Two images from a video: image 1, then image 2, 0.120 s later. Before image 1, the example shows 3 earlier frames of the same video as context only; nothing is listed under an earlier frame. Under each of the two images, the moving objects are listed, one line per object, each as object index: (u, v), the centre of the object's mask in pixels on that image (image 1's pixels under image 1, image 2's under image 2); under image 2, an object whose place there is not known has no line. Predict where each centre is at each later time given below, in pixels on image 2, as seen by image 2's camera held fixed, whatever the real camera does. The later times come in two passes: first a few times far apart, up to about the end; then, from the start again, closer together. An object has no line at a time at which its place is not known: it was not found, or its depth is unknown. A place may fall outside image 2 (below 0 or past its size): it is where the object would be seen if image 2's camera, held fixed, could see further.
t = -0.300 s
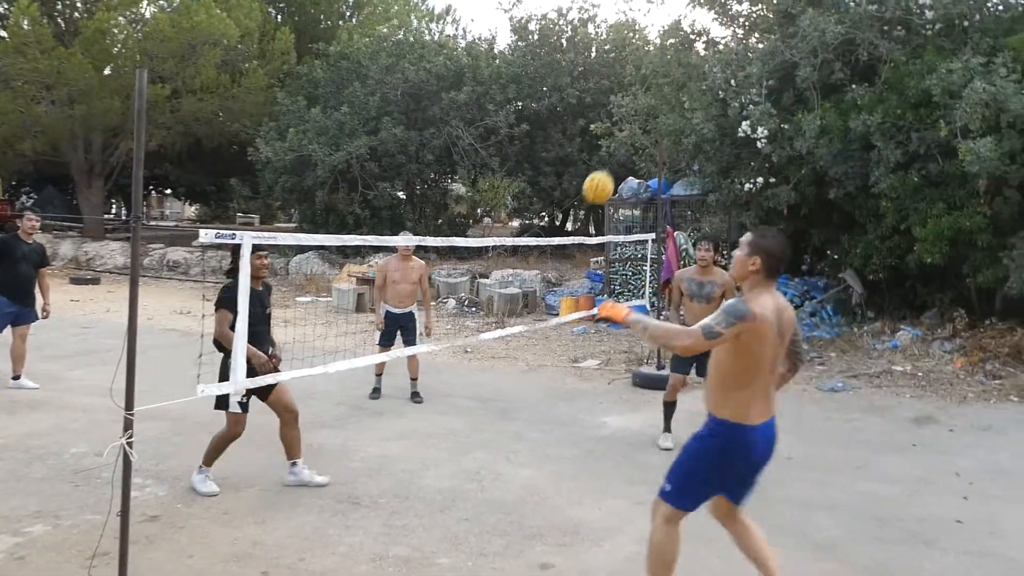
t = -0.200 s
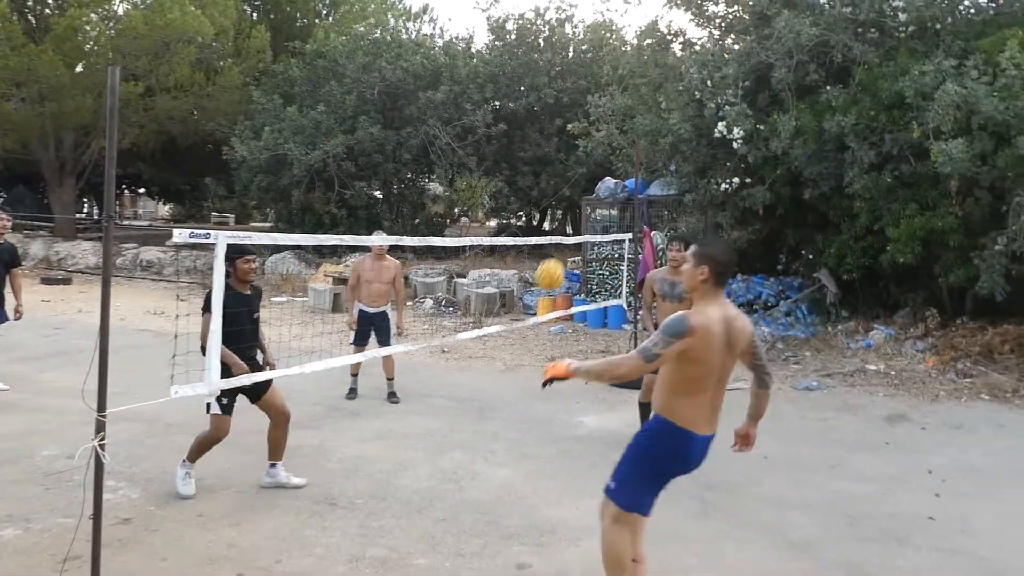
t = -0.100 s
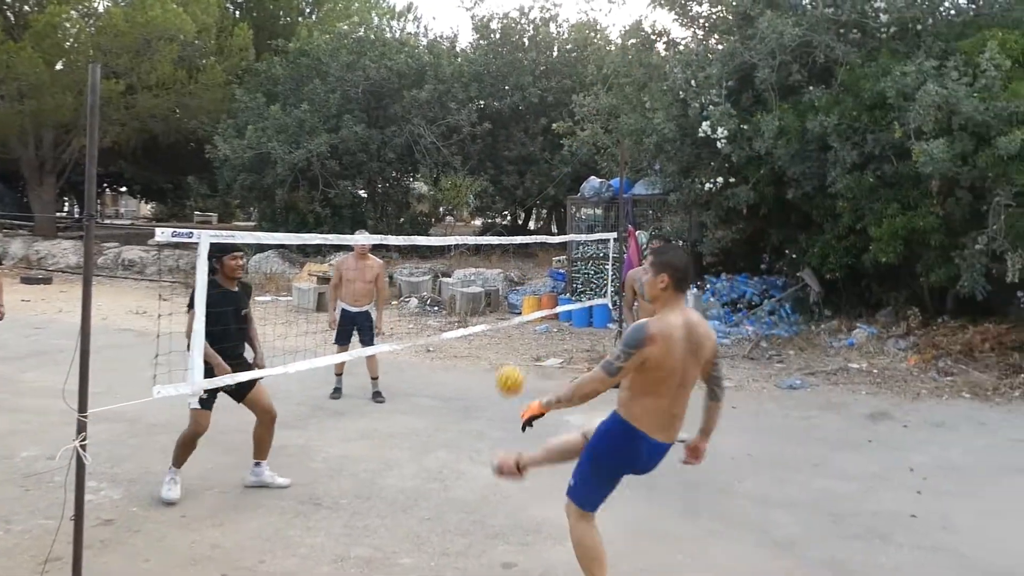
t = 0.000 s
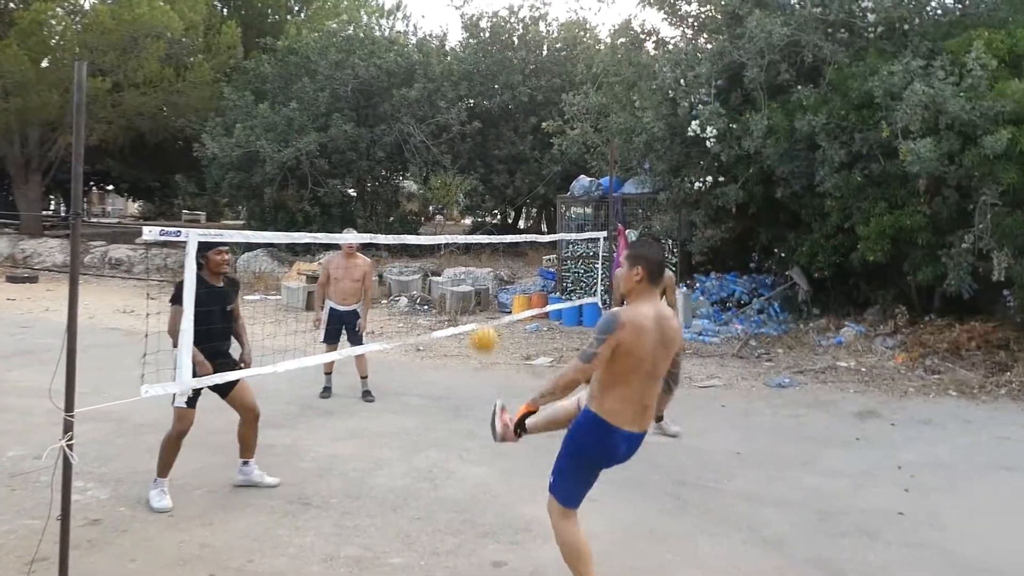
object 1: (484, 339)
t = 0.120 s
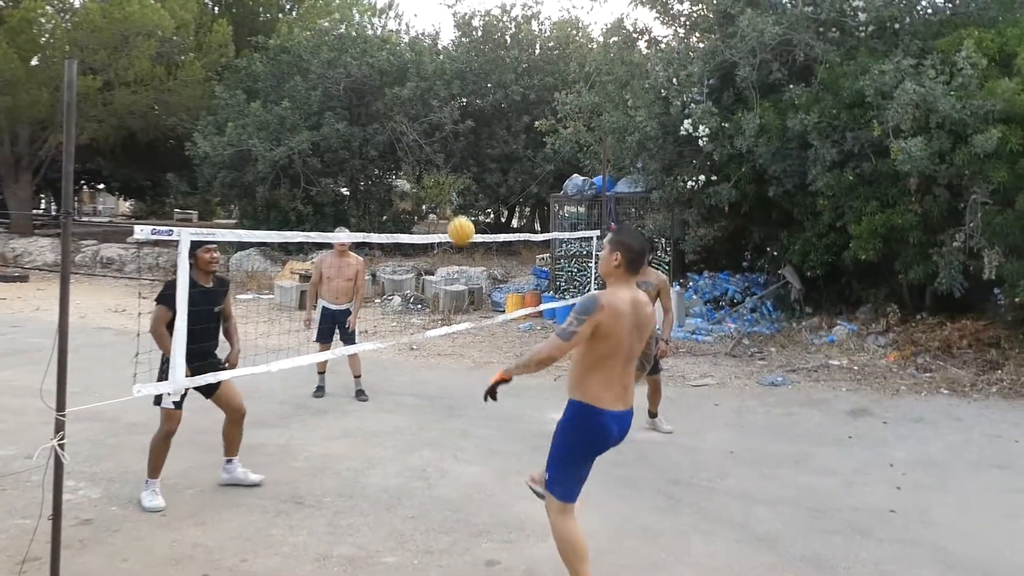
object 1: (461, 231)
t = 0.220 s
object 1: (448, 167)
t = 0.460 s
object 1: (418, 102)
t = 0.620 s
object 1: (400, 118)
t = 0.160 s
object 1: (456, 202)
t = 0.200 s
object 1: (450, 178)
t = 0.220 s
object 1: (448, 167)
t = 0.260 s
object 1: (442, 148)
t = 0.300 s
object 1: (437, 133)
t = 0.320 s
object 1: (435, 126)
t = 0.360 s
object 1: (430, 115)
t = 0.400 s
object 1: (425, 107)
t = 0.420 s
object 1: (423, 105)
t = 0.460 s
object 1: (418, 102)
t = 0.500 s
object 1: (413, 102)
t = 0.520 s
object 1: (411, 103)
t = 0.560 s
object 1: (407, 107)
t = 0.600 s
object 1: (402, 114)
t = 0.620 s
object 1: (400, 118)
